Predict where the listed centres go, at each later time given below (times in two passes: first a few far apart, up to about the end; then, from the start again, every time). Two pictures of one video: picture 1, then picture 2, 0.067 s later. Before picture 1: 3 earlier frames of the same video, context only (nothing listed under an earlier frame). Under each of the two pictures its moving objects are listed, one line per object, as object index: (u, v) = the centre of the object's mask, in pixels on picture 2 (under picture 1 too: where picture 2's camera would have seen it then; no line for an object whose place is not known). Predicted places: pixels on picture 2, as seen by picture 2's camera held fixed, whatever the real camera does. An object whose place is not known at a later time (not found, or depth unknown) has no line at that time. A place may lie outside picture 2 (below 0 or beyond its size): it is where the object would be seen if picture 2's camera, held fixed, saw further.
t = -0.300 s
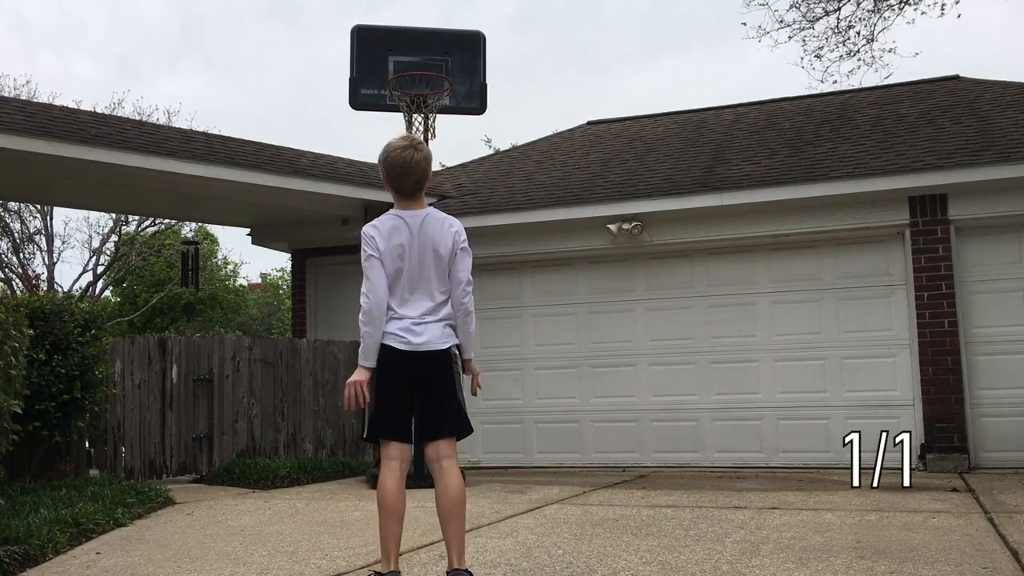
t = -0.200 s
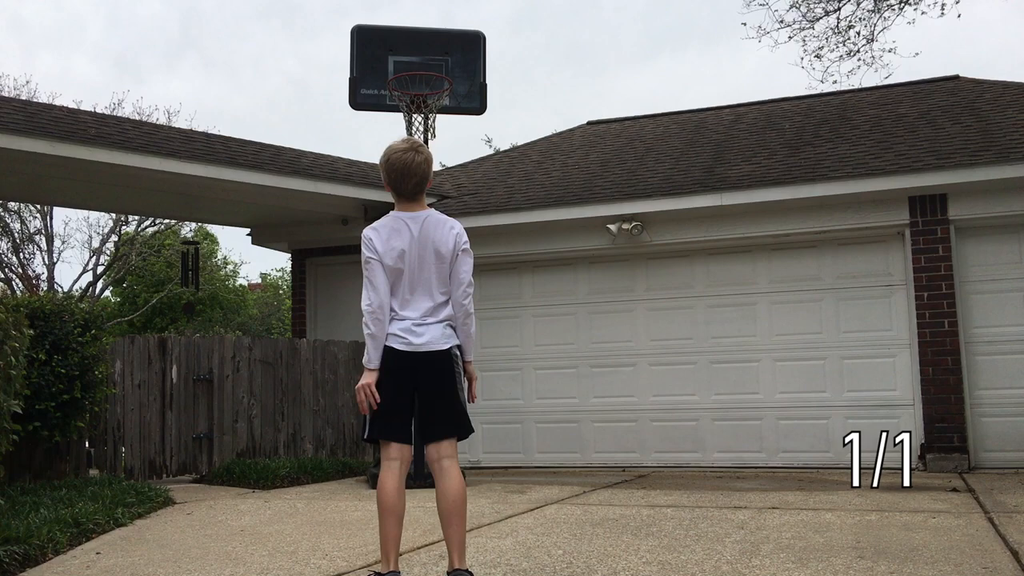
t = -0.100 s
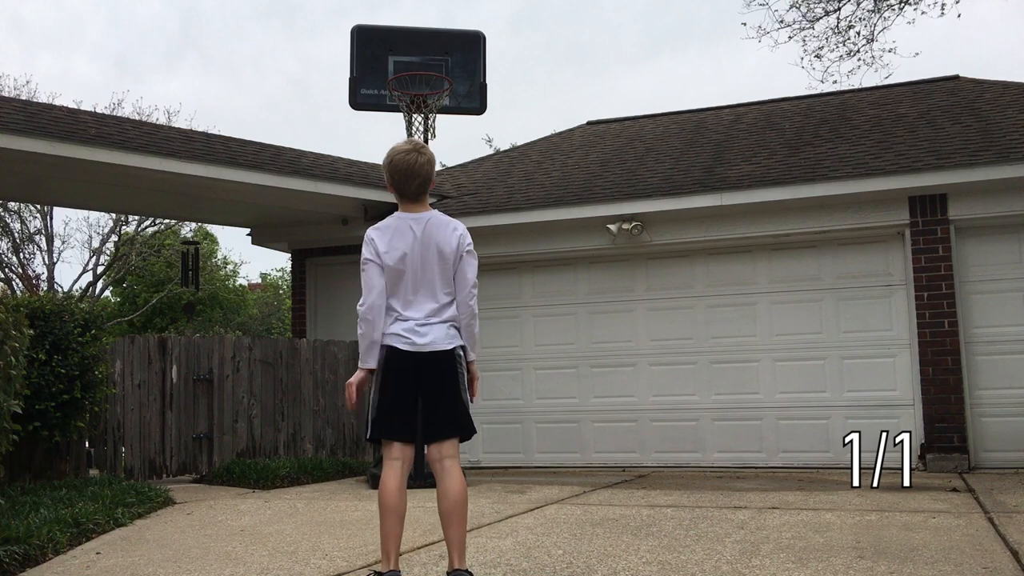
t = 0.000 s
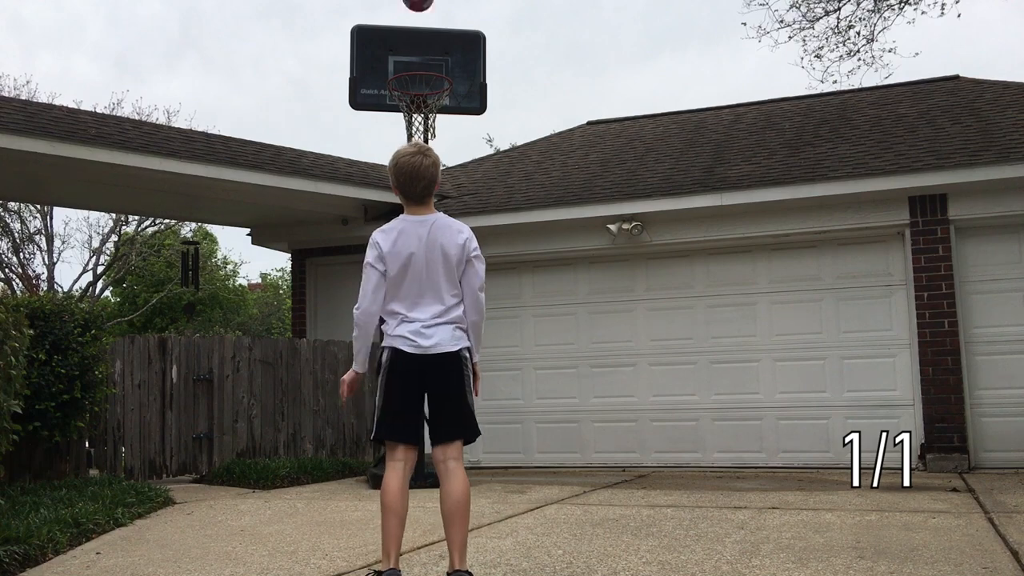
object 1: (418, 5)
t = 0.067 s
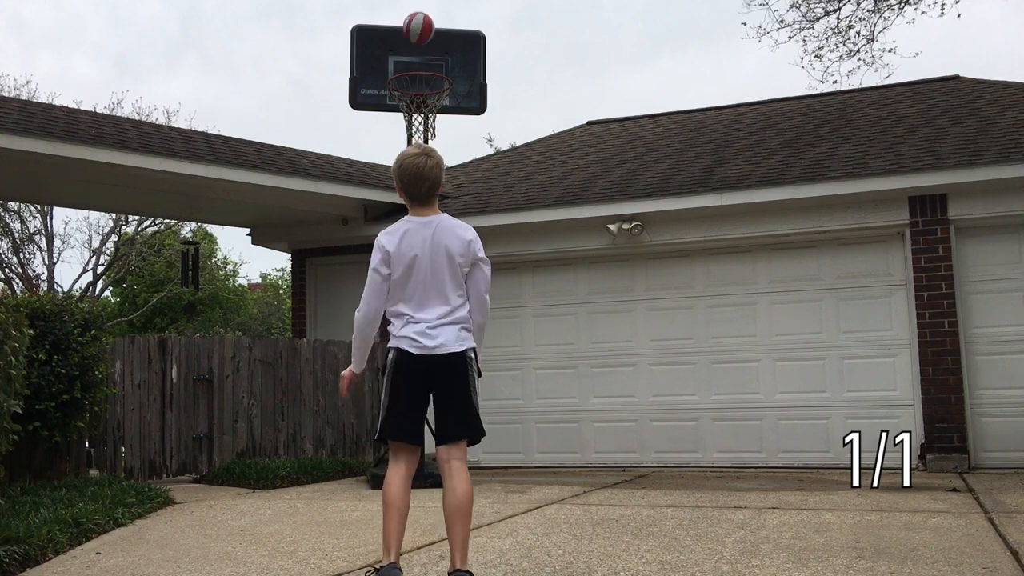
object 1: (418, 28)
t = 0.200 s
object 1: (420, 63)
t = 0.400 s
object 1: (424, 19)
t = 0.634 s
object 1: (430, 28)
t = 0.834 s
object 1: (425, 77)
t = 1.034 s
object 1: (418, 115)
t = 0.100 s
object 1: (419, 46)
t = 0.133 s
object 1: (419, 65)
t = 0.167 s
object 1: (420, 78)
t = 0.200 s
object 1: (420, 63)
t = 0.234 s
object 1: (420, 54)
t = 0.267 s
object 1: (421, 43)
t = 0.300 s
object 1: (422, 36)
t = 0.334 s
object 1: (422, 30)
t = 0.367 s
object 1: (423, 24)
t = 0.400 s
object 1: (424, 19)
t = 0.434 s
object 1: (424, 16)
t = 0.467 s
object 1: (425, 15)
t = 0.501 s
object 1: (426, 15)
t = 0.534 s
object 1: (427, 16)
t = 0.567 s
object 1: (428, 19)
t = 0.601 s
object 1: (429, 23)
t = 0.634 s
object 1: (430, 28)
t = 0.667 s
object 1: (431, 35)
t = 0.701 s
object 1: (432, 43)
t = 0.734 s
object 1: (433, 52)
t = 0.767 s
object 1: (434, 61)
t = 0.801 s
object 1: (430, 70)
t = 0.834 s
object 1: (425, 77)
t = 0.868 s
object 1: (419, 87)
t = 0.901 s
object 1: (415, 93)
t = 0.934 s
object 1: (415, 96)
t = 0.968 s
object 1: (416, 101)
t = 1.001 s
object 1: (417, 107)
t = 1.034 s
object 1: (418, 115)
